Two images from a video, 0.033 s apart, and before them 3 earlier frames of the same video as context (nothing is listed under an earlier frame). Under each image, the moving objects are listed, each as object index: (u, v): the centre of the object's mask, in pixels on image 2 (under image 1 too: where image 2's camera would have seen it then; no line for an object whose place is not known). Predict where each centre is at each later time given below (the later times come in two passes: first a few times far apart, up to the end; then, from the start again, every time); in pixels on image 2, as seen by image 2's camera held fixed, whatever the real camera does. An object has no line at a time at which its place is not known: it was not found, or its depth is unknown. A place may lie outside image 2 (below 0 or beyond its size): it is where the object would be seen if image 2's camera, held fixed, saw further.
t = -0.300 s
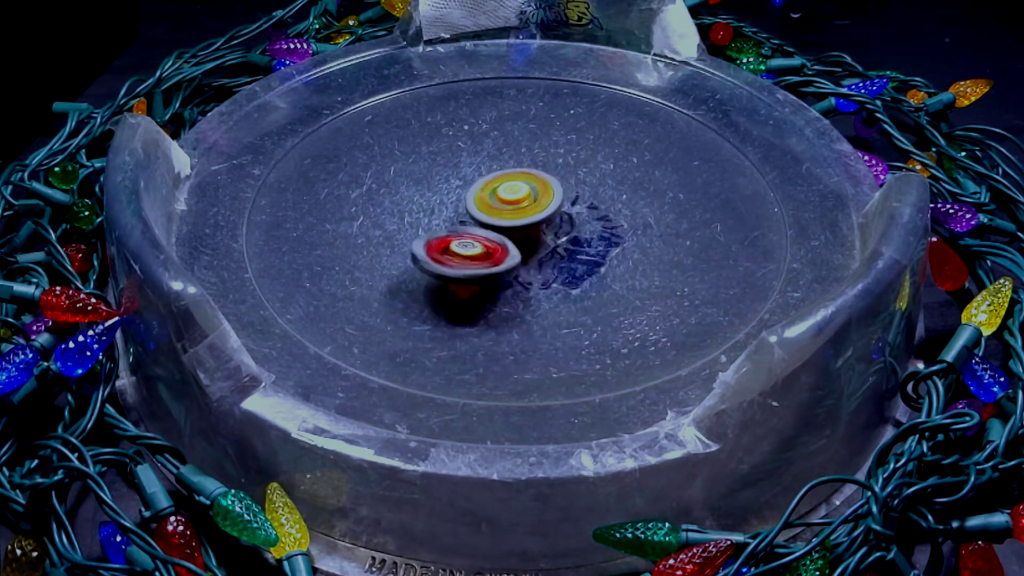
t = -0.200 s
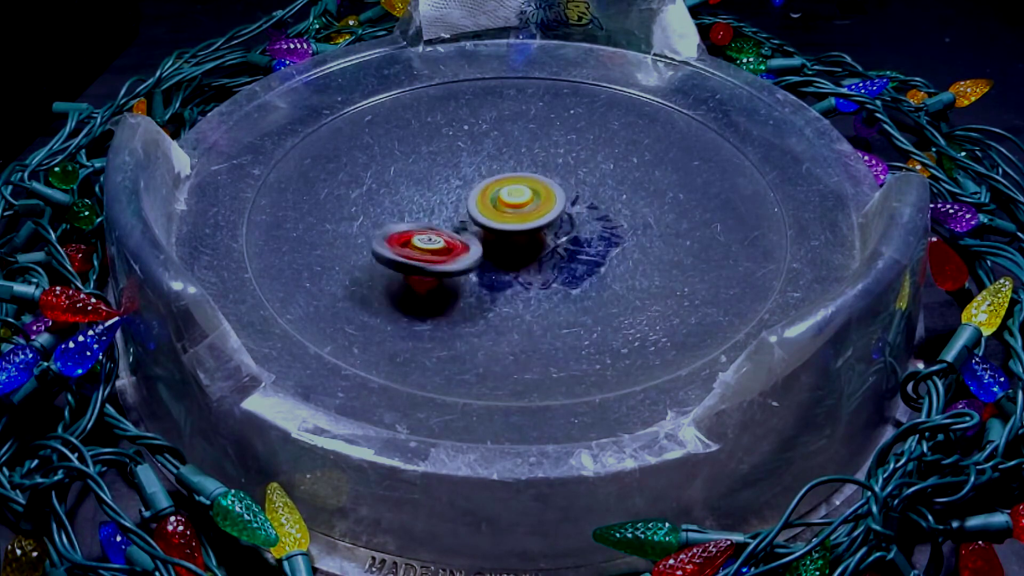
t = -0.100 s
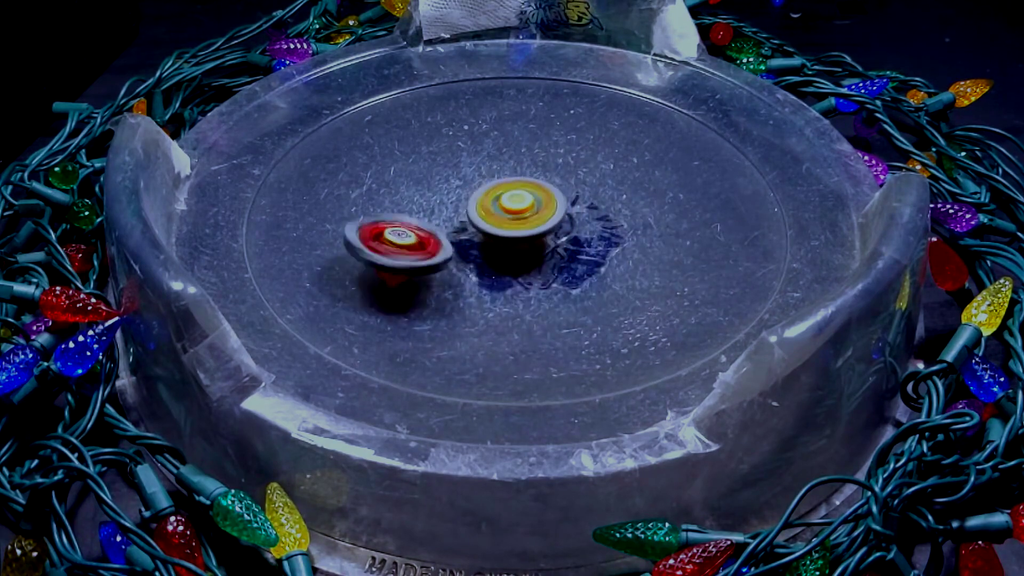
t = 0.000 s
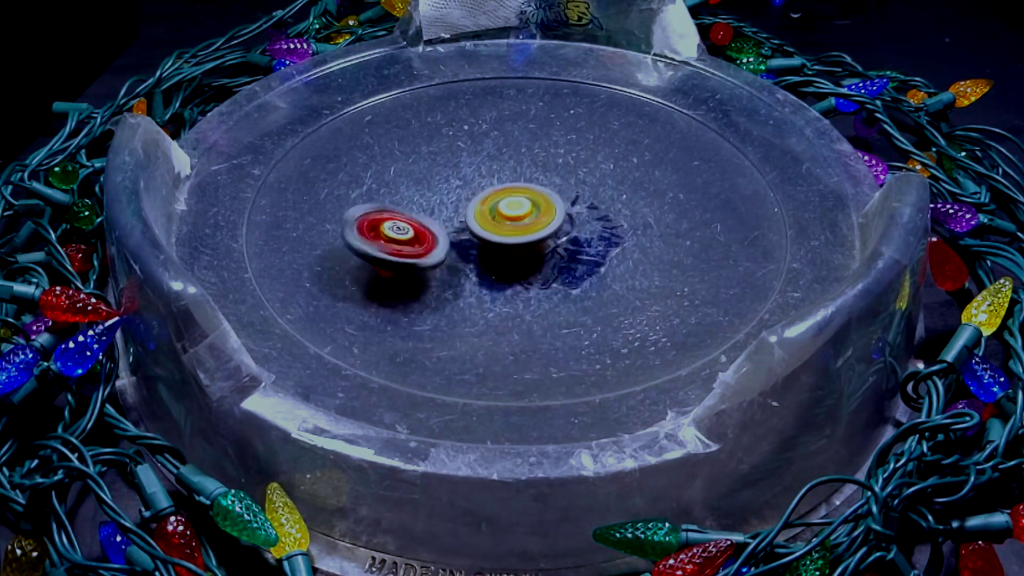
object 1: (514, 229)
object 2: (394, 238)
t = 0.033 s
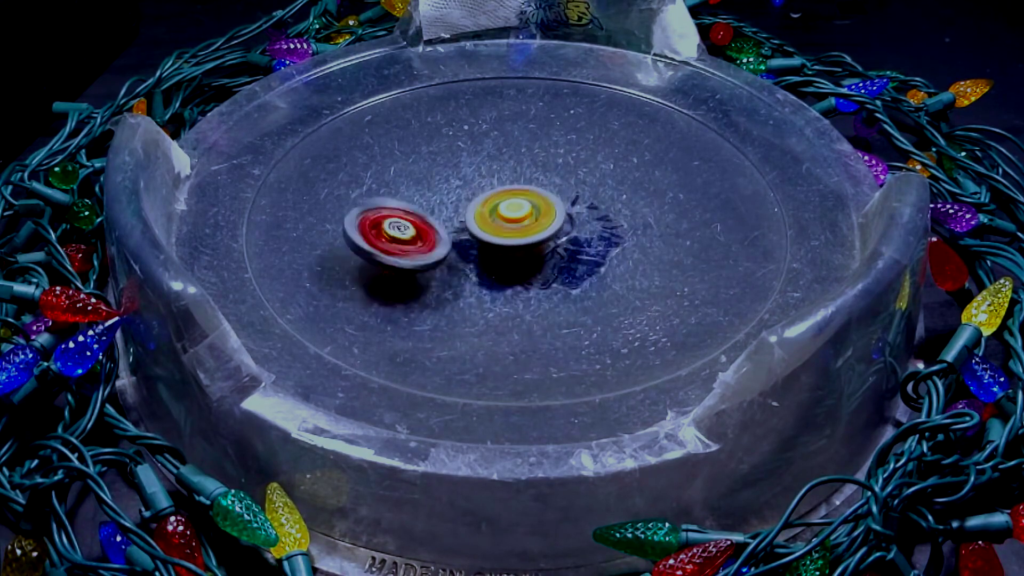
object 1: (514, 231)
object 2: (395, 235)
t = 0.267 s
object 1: (539, 242)
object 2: (432, 205)
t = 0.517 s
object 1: (558, 241)
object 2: (504, 172)
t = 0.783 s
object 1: (548, 241)
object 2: (580, 156)
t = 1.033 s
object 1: (517, 248)
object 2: (612, 179)
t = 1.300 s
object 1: (480, 252)
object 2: (600, 224)
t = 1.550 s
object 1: (421, 236)
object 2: (574, 267)
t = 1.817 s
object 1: (402, 220)
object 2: (519, 259)
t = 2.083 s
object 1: (421, 200)
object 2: (501, 246)
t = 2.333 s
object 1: (472, 193)
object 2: (540, 229)
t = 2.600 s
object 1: (531, 175)
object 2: (583, 255)
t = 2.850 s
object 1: (569, 206)
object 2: (567, 276)
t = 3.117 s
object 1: (586, 223)
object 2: (504, 268)
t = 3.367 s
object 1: (586, 239)
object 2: (477, 225)
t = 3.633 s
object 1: (550, 253)
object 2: (423, 178)
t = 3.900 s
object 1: (513, 254)
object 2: (406, 216)
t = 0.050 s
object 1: (514, 233)
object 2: (396, 234)
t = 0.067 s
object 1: (514, 234)
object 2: (399, 233)
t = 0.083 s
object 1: (515, 235)
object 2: (401, 231)
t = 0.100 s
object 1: (515, 236)
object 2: (403, 229)
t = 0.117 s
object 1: (515, 237)
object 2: (406, 227)
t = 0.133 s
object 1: (516, 238)
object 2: (409, 223)
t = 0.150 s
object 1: (518, 238)
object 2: (412, 222)
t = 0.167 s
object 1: (524, 239)
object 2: (413, 219)
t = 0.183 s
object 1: (527, 240)
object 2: (415, 217)
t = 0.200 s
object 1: (530, 240)
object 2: (418, 214)
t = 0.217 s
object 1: (531, 241)
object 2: (421, 212)
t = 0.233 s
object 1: (534, 241)
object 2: (425, 210)
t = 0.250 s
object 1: (536, 241)
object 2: (428, 207)
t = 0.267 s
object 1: (539, 242)
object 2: (432, 205)
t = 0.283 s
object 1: (540, 241)
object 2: (437, 202)
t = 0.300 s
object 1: (543, 242)
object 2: (441, 200)
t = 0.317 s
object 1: (544, 242)
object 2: (444, 199)
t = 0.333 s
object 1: (546, 242)
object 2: (448, 196)
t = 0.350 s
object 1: (547, 242)
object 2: (453, 193)
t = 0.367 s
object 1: (549, 242)
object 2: (460, 190)
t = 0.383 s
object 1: (550, 242)
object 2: (464, 189)
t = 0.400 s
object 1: (552, 242)
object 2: (468, 187)
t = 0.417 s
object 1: (553, 243)
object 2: (473, 184)
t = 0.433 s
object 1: (554, 243)
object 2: (479, 182)
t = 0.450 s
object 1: (555, 242)
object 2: (484, 180)
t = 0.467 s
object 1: (555, 242)
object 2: (488, 178)
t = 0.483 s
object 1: (557, 242)
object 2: (493, 176)
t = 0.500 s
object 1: (557, 241)
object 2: (498, 173)
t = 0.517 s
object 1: (558, 241)
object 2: (504, 172)
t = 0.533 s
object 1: (558, 241)
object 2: (509, 170)
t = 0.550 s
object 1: (558, 241)
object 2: (514, 168)
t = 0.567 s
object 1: (558, 240)
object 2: (519, 167)
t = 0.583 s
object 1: (558, 240)
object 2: (525, 166)
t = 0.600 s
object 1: (558, 240)
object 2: (531, 164)
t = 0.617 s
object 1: (558, 240)
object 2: (535, 162)
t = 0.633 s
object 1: (558, 239)
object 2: (540, 161)
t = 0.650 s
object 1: (557, 239)
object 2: (546, 160)
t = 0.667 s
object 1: (556, 239)
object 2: (551, 159)
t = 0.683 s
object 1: (556, 239)
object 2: (557, 158)
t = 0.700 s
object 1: (555, 240)
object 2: (561, 157)
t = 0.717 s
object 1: (553, 239)
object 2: (566, 157)
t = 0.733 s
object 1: (553, 240)
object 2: (570, 156)
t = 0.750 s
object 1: (551, 240)
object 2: (574, 156)
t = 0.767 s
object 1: (550, 240)
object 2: (577, 156)
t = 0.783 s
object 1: (548, 241)
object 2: (580, 156)
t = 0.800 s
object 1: (547, 241)
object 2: (583, 157)
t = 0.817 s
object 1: (546, 241)
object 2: (585, 158)
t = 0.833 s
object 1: (545, 241)
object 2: (587, 159)
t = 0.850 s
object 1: (544, 241)
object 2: (589, 159)
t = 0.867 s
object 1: (543, 241)
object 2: (591, 161)
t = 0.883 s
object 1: (541, 241)
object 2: (593, 163)
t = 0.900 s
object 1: (540, 241)
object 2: (594, 164)
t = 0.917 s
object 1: (538, 241)
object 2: (595, 166)
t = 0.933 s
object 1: (537, 241)
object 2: (597, 168)
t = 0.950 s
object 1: (535, 241)
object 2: (599, 170)
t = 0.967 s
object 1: (533, 241)
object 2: (599, 173)
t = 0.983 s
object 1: (531, 242)
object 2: (601, 175)
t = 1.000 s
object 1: (524, 245)
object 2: (606, 175)
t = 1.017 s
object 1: (519, 247)
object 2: (610, 177)
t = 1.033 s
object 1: (517, 248)
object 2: (612, 179)
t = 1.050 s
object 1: (514, 248)
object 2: (613, 180)
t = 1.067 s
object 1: (511, 248)
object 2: (614, 183)
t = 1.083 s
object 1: (509, 249)
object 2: (616, 184)
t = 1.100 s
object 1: (507, 249)
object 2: (616, 186)
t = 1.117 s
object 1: (505, 250)
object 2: (616, 189)
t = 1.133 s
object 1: (502, 250)
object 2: (616, 191)
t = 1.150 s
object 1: (500, 251)
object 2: (616, 194)
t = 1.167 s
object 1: (498, 251)
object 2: (616, 197)
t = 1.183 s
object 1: (496, 251)
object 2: (615, 199)
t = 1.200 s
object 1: (494, 252)
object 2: (614, 203)
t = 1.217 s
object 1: (492, 251)
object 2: (612, 207)
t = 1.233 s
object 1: (488, 252)
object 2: (611, 210)
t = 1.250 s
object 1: (487, 252)
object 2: (608, 214)
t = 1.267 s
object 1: (484, 252)
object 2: (607, 217)
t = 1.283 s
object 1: (482, 252)
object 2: (603, 221)
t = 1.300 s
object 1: (480, 252)
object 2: (600, 224)
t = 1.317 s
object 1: (478, 252)
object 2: (597, 225)
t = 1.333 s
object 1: (476, 252)
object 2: (596, 230)
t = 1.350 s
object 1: (474, 251)
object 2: (592, 234)
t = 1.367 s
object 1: (472, 251)
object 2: (587, 235)
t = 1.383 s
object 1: (470, 250)
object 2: (582, 239)
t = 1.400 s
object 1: (469, 250)
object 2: (578, 243)
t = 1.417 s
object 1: (467, 249)
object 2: (576, 243)
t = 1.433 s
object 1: (464, 248)
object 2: (574, 248)
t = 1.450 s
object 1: (451, 245)
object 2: (577, 254)
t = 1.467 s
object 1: (442, 243)
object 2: (580, 254)
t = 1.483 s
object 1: (436, 241)
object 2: (580, 257)
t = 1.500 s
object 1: (432, 240)
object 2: (578, 260)
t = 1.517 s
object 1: (428, 238)
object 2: (578, 262)
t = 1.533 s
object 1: (425, 237)
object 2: (574, 265)
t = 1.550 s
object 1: (421, 236)
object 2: (574, 267)
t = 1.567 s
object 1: (418, 235)
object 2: (573, 266)
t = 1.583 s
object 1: (415, 234)
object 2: (570, 268)
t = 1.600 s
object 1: (413, 233)
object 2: (568, 268)
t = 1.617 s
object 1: (410, 232)
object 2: (565, 271)
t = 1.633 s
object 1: (409, 231)
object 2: (564, 266)
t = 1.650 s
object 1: (406, 230)
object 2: (562, 268)
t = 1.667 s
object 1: (405, 229)
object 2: (558, 269)
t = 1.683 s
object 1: (404, 228)
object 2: (555, 269)
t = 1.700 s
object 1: (403, 227)
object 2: (551, 268)
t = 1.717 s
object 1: (402, 226)
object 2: (547, 265)
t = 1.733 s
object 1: (402, 225)
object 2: (542, 266)
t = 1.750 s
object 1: (401, 224)
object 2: (539, 266)
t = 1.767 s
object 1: (401, 223)
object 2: (535, 264)
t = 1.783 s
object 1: (401, 222)
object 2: (531, 263)
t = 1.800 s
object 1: (401, 221)
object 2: (524, 260)
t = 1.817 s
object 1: (402, 220)
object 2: (519, 259)
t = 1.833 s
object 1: (402, 219)
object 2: (515, 258)
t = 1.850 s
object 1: (403, 219)
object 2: (511, 256)
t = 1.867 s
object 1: (404, 218)
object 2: (505, 256)
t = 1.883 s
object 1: (406, 217)
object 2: (500, 251)
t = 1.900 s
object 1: (407, 216)
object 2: (497, 250)
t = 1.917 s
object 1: (409, 216)
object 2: (495, 248)
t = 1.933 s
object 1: (409, 214)
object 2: (492, 247)
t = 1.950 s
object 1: (409, 212)
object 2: (491, 246)
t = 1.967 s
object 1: (410, 210)
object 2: (489, 245)
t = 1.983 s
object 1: (412, 210)
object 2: (490, 244)
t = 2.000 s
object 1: (411, 206)
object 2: (493, 245)
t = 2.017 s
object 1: (412, 204)
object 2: (495, 245)
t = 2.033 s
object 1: (414, 203)
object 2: (497, 246)
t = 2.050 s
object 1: (416, 202)
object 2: (499, 245)
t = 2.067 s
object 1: (418, 201)
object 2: (500, 246)
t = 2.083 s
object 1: (421, 200)
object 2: (501, 246)
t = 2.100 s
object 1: (424, 199)
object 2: (503, 245)
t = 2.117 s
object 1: (427, 198)
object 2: (505, 244)
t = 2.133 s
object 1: (429, 197)
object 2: (507, 243)
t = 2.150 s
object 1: (432, 197)
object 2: (509, 243)
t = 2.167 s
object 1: (435, 196)
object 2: (512, 242)
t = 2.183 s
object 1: (439, 196)
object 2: (514, 241)
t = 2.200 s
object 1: (442, 195)
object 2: (517, 240)
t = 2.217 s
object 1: (446, 194)
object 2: (520, 239)
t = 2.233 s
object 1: (450, 194)
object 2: (523, 238)
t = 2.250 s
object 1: (454, 194)
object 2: (526, 237)
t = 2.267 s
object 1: (457, 194)
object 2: (528, 236)
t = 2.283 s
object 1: (461, 193)
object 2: (531, 233)
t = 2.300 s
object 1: (465, 193)
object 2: (534, 232)
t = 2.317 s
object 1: (469, 192)
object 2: (538, 231)
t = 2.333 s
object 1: (472, 193)
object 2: (540, 229)
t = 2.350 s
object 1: (476, 193)
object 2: (544, 228)
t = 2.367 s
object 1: (479, 192)
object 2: (545, 226)
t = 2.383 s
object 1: (482, 189)
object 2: (548, 224)
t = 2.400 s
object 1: (486, 185)
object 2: (550, 224)
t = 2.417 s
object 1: (491, 181)
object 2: (554, 229)
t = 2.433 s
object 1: (495, 175)
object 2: (559, 233)
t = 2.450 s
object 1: (499, 173)
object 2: (563, 236)
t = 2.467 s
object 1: (502, 171)
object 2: (566, 239)
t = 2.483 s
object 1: (504, 168)
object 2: (568, 240)
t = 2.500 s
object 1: (508, 167)
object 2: (571, 244)
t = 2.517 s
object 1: (513, 167)
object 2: (573, 245)
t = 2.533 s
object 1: (518, 168)
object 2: (575, 248)
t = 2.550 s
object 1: (522, 170)
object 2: (577, 249)
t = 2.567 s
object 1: (525, 172)
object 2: (579, 251)
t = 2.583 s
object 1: (528, 173)
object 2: (581, 252)
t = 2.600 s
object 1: (531, 175)
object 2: (583, 255)
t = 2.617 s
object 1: (534, 176)
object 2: (585, 256)
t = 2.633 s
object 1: (537, 178)
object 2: (586, 261)
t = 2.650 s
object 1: (539, 180)
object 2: (585, 262)
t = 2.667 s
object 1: (543, 182)
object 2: (585, 265)
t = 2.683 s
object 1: (545, 185)
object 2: (585, 268)
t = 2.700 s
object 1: (548, 186)
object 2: (585, 270)
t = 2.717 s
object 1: (550, 188)
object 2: (584, 271)
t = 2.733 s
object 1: (553, 190)
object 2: (583, 274)
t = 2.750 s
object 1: (556, 193)
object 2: (579, 274)
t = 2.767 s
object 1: (558, 195)
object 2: (578, 274)
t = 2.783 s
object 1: (560, 197)
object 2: (576, 275)
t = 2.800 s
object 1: (563, 199)
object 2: (576, 276)
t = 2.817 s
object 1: (565, 201)
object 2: (572, 277)
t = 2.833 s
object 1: (566, 203)
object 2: (570, 276)
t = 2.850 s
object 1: (569, 206)
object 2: (567, 276)
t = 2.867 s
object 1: (569, 207)
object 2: (565, 275)
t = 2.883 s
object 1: (574, 211)
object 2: (561, 275)
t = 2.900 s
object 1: (576, 212)
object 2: (558, 275)
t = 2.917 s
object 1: (577, 213)
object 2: (552, 274)
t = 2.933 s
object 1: (577, 215)
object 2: (549, 272)
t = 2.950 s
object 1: (578, 217)
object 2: (545, 271)
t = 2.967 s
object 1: (581, 219)
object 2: (539, 273)
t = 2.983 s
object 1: (584, 217)
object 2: (533, 275)
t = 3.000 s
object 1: (586, 215)
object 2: (525, 276)
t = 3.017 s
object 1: (587, 215)
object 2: (518, 275)
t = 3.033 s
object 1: (587, 216)
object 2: (514, 274)
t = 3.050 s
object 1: (587, 218)
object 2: (510, 273)
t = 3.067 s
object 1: (587, 220)
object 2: (508, 271)
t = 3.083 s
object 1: (587, 221)
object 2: (506, 270)
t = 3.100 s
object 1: (587, 222)
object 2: (506, 268)
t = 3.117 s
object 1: (586, 223)
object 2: (504, 268)
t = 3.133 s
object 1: (585, 225)
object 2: (502, 263)
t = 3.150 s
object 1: (583, 228)
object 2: (500, 263)
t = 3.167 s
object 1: (582, 230)
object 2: (500, 260)
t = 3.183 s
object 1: (581, 231)
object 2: (497, 258)
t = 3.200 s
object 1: (579, 233)
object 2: (500, 256)
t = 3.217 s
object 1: (578, 235)
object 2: (499, 253)
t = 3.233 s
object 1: (579, 234)
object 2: (498, 253)
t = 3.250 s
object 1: (584, 235)
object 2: (492, 249)
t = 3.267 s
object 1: (587, 236)
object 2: (486, 244)
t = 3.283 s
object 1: (588, 236)
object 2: (484, 245)
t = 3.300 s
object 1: (588, 236)
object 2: (481, 238)
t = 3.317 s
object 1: (588, 237)
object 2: (480, 236)
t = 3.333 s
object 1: (588, 238)
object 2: (479, 232)
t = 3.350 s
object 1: (587, 238)
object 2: (479, 228)
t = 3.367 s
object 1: (586, 239)
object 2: (477, 225)
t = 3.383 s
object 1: (585, 241)
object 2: (477, 220)
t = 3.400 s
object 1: (584, 242)
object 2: (476, 216)
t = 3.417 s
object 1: (582, 243)
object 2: (475, 212)
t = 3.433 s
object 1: (580, 244)
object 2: (474, 207)
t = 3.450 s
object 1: (578, 245)
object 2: (471, 202)
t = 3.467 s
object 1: (576, 246)
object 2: (468, 199)
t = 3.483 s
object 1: (575, 247)
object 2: (465, 194)
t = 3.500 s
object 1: (572, 248)
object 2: (461, 190)
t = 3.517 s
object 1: (570, 249)
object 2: (457, 187)
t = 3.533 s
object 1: (568, 249)
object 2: (452, 183)
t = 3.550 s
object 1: (565, 250)
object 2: (446, 180)
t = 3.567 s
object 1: (562, 251)
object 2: (442, 179)
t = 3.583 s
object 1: (559, 252)
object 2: (436, 178)
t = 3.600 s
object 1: (556, 252)
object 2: (432, 177)
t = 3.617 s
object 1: (553, 253)
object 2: (428, 177)
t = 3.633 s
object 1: (550, 253)
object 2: (423, 178)
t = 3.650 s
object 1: (547, 254)
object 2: (419, 180)
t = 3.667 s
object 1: (544, 254)
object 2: (415, 181)
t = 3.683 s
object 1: (541, 254)
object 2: (411, 182)
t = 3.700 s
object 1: (538, 255)
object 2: (410, 182)
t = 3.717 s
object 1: (535, 255)
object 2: (406, 185)
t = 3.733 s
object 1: (531, 255)
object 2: (403, 189)
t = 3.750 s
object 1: (528, 255)
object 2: (403, 187)
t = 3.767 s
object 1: (525, 255)
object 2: (402, 188)
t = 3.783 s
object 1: (521, 255)
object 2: (401, 191)
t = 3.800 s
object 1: (519, 255)
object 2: (401, 193)
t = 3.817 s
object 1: (517, 254)
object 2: (399, 198)
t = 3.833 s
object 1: (514, 254)
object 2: (400, 202)
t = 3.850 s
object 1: (512, 254)
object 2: (401, 207)
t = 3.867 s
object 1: (507, 252)
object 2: (405, 211)
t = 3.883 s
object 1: (507, 252)
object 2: (408, 215)
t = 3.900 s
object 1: (513, 254)
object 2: (406, 216)
